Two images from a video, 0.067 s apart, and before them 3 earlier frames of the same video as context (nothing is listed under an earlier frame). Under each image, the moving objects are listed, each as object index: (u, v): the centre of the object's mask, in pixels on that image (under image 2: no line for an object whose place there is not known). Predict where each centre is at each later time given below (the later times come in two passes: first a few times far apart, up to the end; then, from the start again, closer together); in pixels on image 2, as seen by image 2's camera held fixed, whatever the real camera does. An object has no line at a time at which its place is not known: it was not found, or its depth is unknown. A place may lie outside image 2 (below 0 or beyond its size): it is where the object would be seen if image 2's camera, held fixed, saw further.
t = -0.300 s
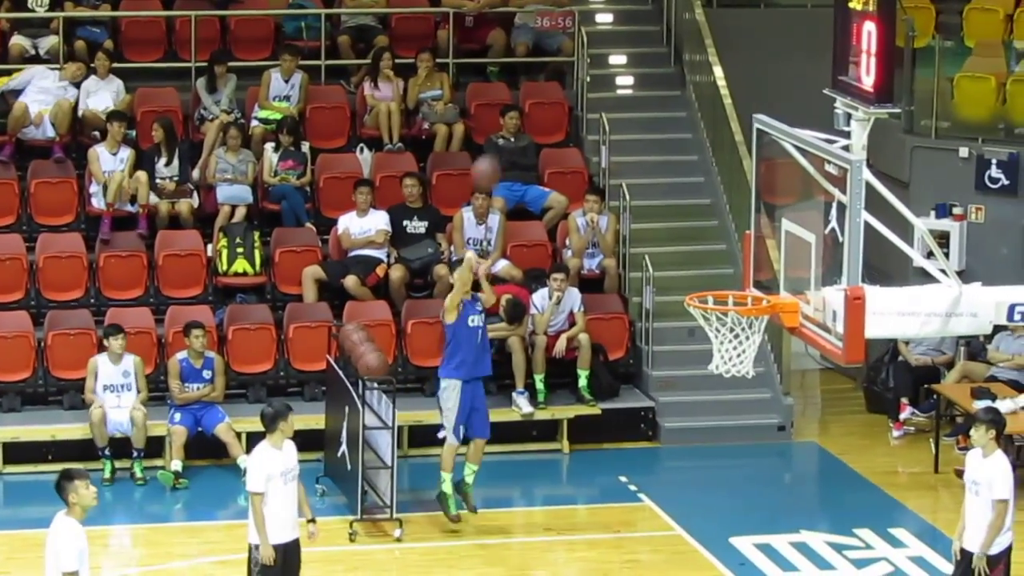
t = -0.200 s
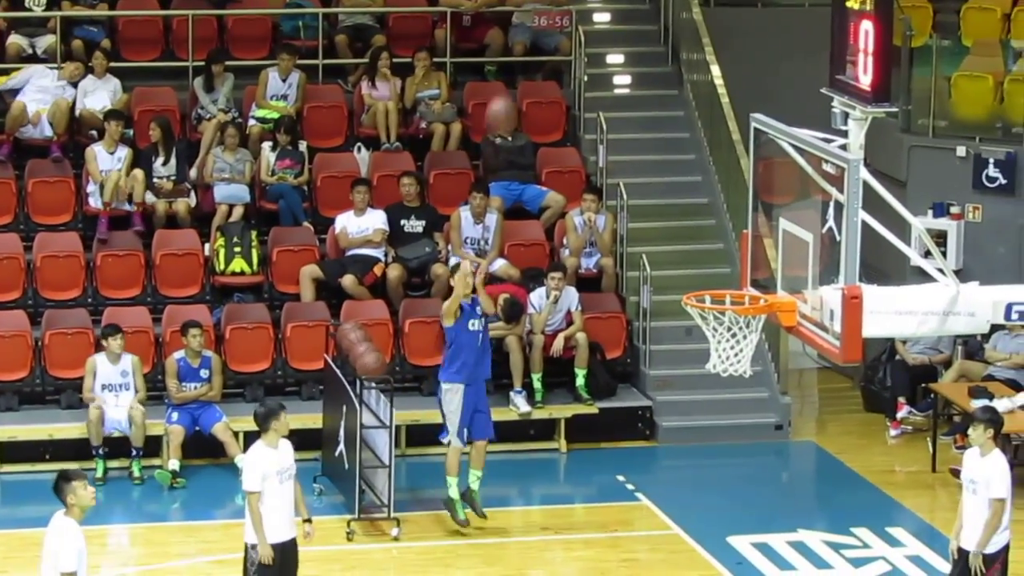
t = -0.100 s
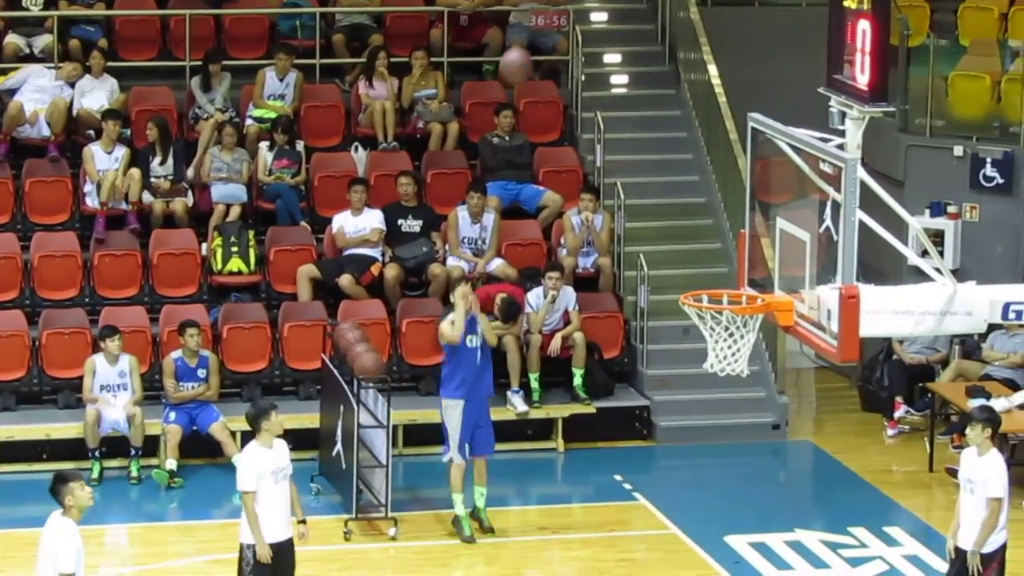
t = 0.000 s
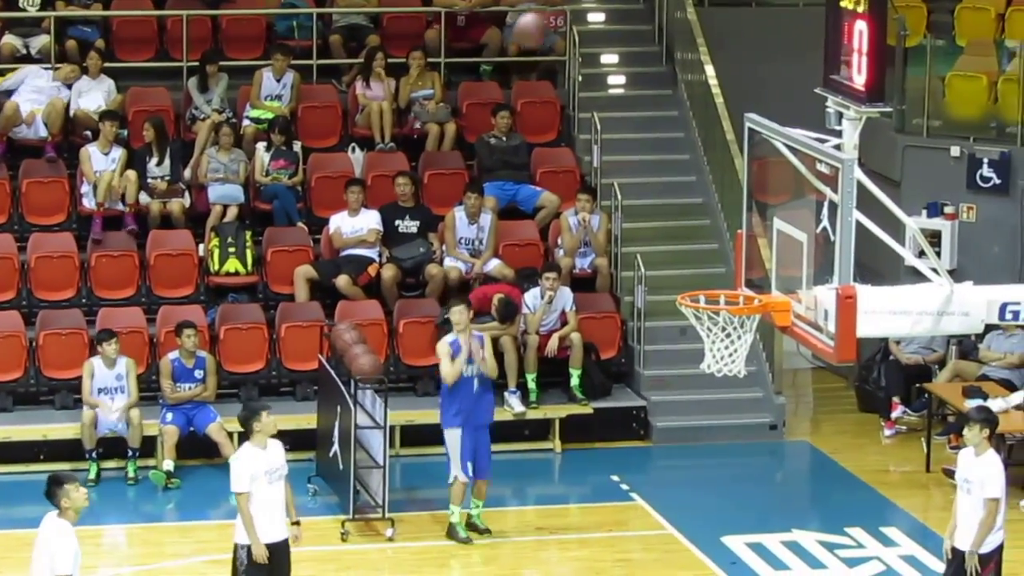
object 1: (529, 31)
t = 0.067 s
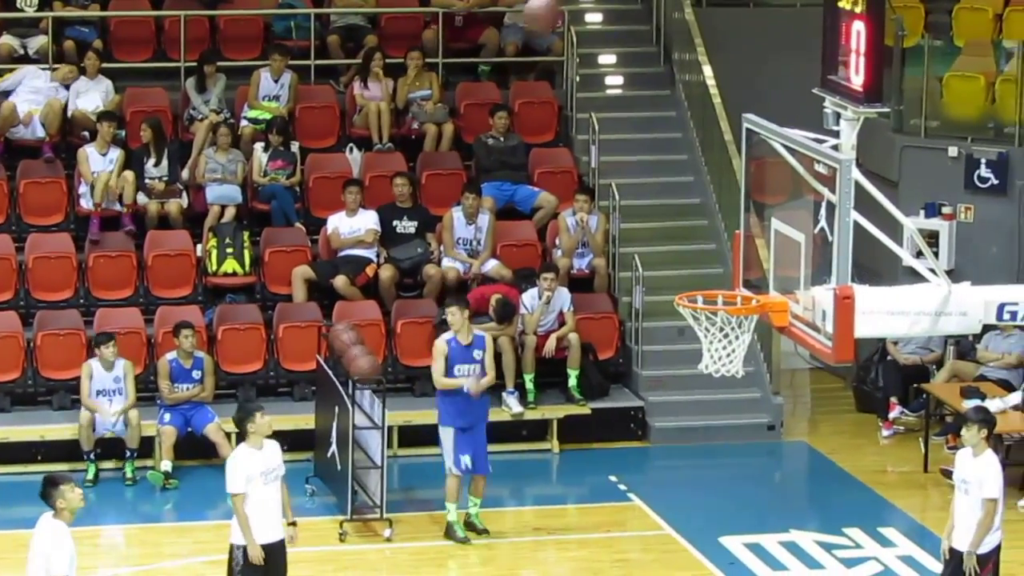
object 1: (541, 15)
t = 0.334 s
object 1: (593, 10)
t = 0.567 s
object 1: (643, 86)
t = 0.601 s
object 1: (650, 106)
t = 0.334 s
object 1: (593, 10)
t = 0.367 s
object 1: (600, 11)
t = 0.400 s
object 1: (608, 17)
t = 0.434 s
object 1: (615, 28)
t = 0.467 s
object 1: (621, 38)
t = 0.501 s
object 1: (629, 51)
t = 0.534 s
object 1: (636, 69)
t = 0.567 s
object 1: (643, 86)
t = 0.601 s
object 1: (650, 106)
